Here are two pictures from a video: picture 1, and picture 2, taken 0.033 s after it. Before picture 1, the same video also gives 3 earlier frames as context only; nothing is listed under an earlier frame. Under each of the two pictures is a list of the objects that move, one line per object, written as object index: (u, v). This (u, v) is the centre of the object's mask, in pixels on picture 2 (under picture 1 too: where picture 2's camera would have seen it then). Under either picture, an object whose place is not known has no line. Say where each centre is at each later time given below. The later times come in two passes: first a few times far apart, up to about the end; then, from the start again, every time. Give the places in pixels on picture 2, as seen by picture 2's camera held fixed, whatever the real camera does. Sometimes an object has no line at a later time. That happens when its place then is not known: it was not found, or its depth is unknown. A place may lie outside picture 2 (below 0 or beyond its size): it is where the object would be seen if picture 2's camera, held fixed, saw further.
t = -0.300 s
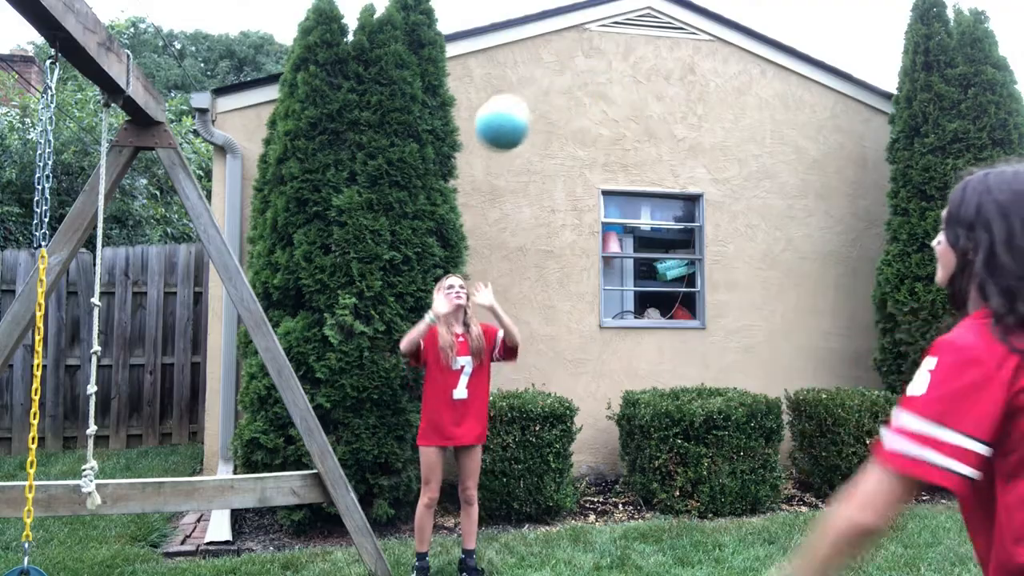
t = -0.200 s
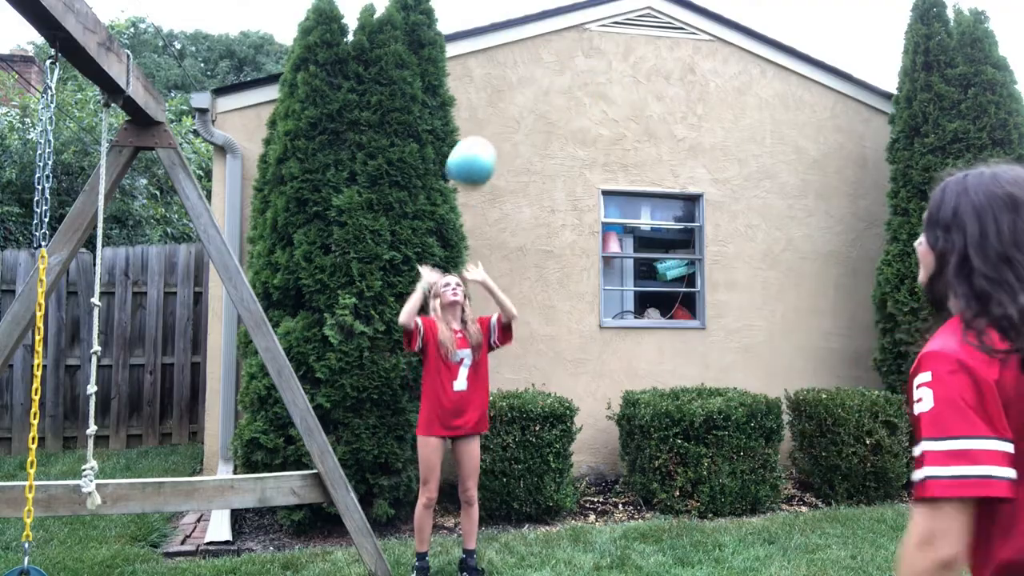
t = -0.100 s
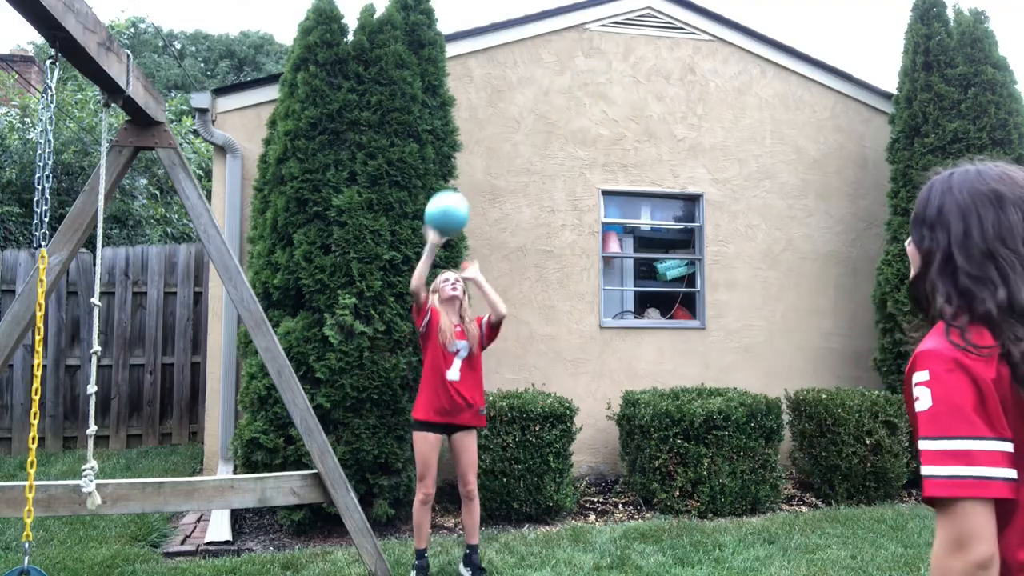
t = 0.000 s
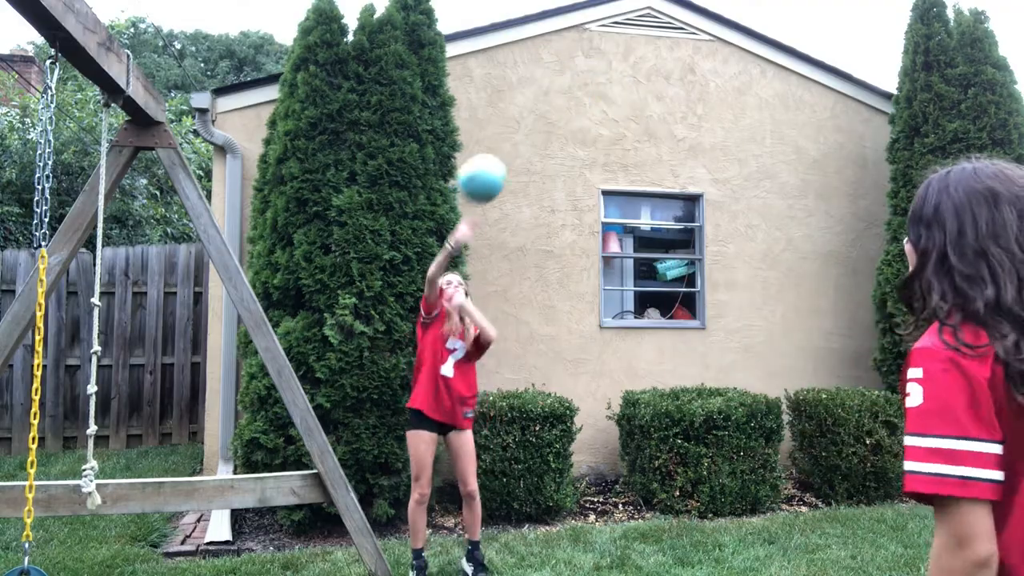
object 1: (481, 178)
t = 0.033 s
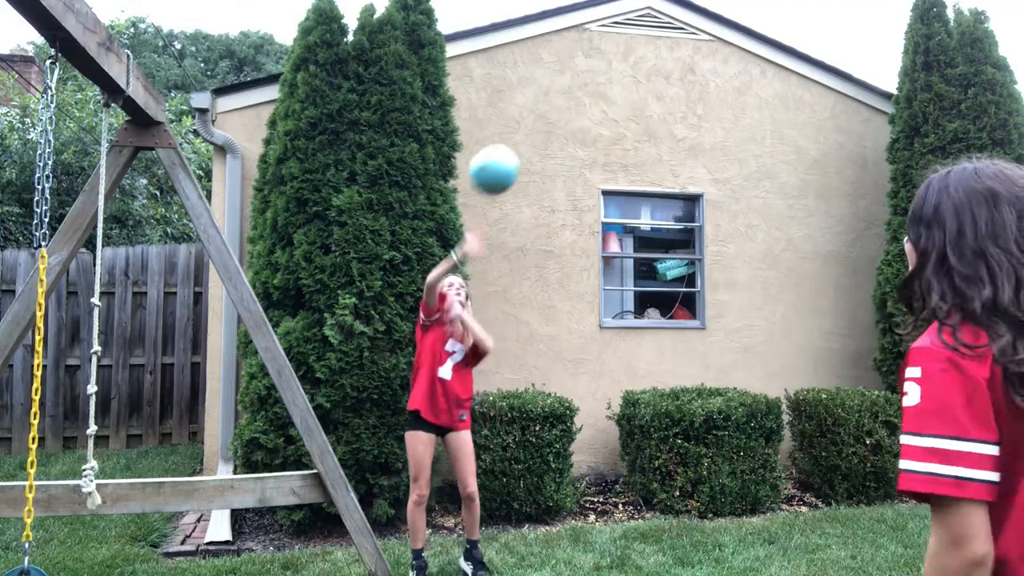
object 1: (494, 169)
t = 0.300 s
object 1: (614, 181)
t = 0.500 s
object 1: (740, 329)
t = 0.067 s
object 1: (507, 162)
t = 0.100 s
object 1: (521, 157)
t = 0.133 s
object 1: (535, 155)
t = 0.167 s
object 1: (550, 155)
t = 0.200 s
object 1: (565, 158)
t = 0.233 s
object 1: (580, 163)
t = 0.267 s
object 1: (597, 171)
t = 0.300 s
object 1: (614, 181)
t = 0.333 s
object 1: (632, 195)
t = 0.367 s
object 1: (654, 218)
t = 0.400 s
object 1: (672, 237)
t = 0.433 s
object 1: (694, 263)
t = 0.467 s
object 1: (716, 293)
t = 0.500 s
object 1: (740, 329)
